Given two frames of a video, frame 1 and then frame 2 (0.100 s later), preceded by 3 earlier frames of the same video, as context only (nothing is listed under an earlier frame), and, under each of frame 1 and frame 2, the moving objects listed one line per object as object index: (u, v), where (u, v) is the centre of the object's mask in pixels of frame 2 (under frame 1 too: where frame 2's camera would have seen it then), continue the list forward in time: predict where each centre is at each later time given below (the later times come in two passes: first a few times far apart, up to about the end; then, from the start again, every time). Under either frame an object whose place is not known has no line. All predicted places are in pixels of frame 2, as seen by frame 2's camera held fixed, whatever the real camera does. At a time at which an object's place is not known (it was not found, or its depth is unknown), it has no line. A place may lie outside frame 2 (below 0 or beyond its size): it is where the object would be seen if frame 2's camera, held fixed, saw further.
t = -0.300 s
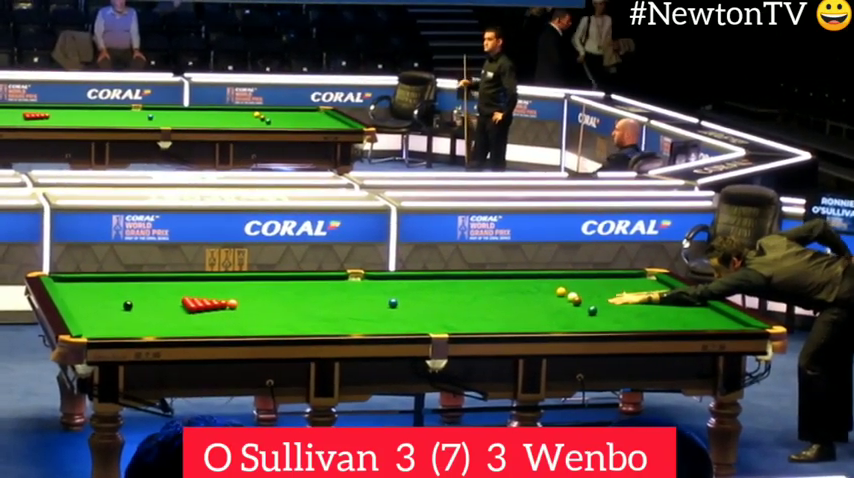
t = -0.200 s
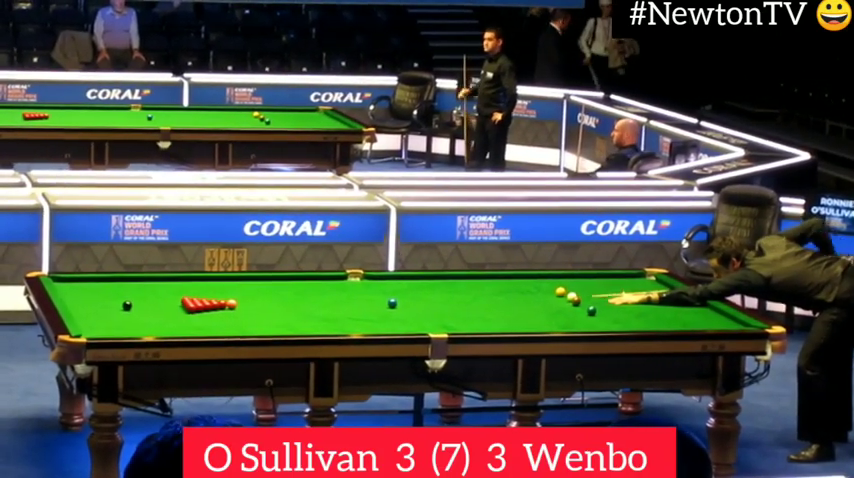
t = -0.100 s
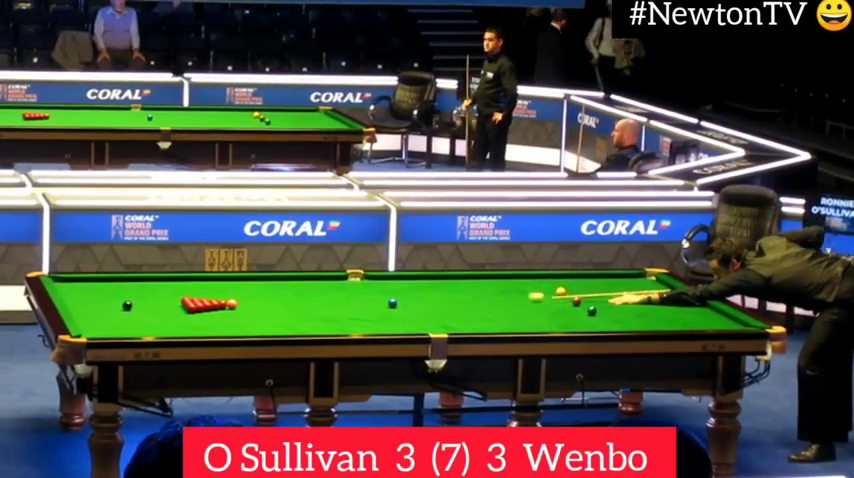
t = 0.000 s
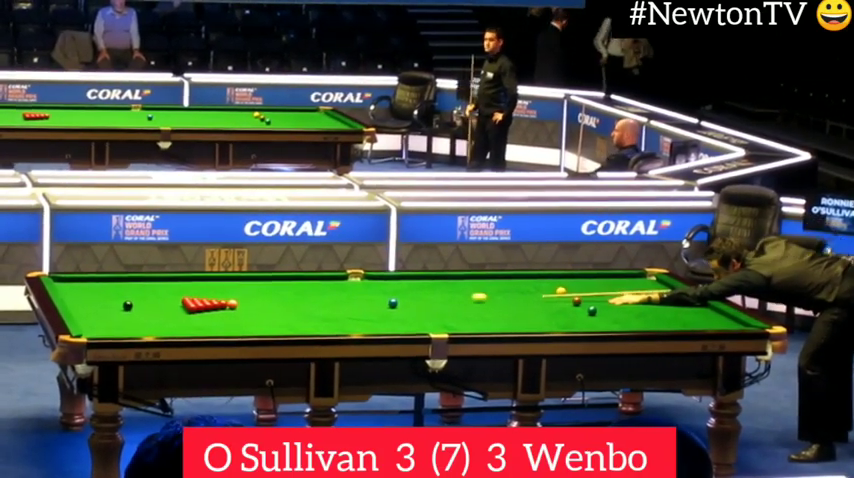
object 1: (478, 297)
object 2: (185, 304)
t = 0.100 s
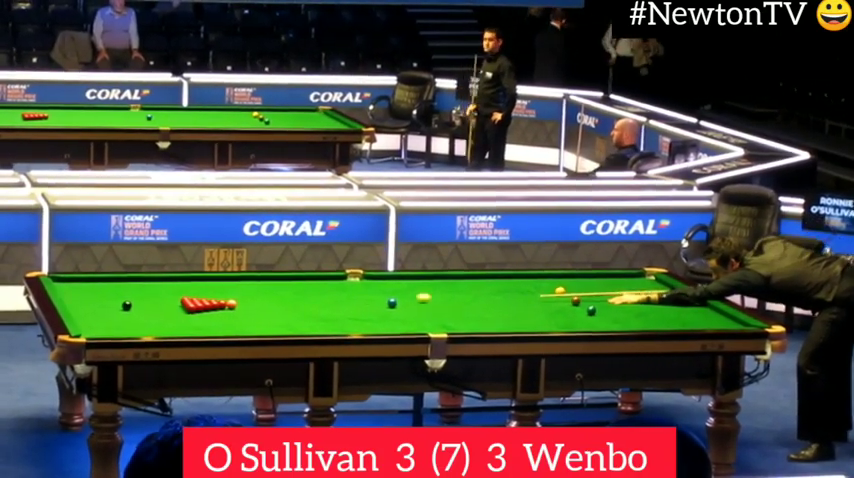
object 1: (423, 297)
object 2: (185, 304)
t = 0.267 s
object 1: (339, 298)
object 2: (185, 304)
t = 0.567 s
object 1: (207, 297)
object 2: (186, 304)
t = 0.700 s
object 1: (171, 296)
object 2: (181, 303)
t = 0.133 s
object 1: (406, 298)
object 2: (185, 304)
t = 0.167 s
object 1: (388, 297)
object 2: (186, 304)
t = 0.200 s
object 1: (371, 298)
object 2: (186, 304)
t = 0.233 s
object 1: (355, 298)
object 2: (186, 304)
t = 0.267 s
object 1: (339, 298)
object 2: (185, 304)
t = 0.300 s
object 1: (323, 298)
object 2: (185, 304)
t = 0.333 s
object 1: (308, 298)
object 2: (185, 304)
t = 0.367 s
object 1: (293, 298)
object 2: (185, 304)
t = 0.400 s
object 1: (278, 299)
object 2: (185, 304)
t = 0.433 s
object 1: (264, 299)
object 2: (185, 304)
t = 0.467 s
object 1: (249, 299)
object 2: (185, 304)
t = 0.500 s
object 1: (236, 298)
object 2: (185, 304)
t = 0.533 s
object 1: (221, 298)
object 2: (185, 304)
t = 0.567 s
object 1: (207, 297)
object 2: (186, 304)
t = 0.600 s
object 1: (192, 296)
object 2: (186, 303)
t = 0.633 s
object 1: (185, 297)
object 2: (179, 301)
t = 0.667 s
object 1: (178, 296)
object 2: (177, 300)
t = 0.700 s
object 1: (171, 296)
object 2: (181, 303)
